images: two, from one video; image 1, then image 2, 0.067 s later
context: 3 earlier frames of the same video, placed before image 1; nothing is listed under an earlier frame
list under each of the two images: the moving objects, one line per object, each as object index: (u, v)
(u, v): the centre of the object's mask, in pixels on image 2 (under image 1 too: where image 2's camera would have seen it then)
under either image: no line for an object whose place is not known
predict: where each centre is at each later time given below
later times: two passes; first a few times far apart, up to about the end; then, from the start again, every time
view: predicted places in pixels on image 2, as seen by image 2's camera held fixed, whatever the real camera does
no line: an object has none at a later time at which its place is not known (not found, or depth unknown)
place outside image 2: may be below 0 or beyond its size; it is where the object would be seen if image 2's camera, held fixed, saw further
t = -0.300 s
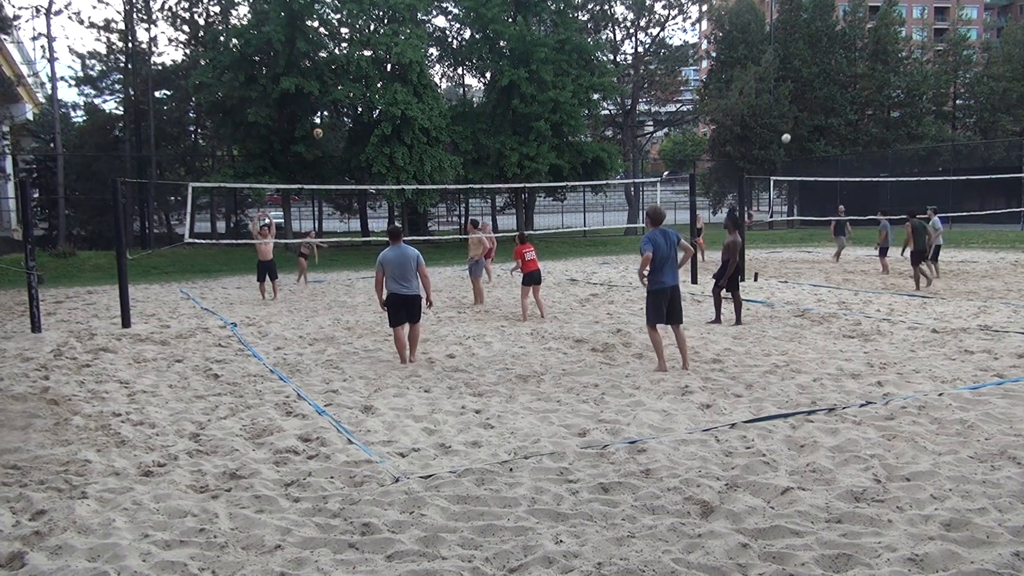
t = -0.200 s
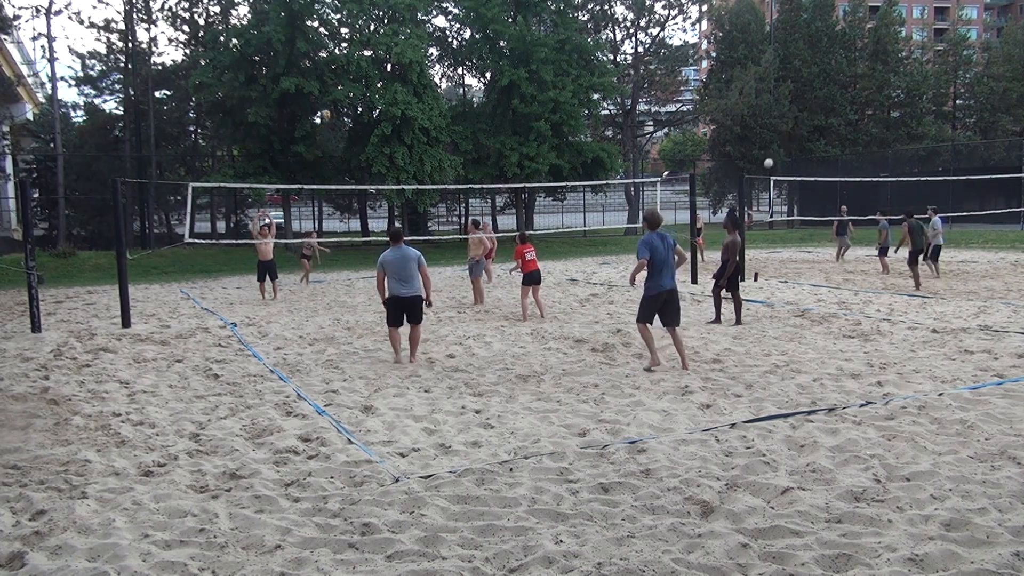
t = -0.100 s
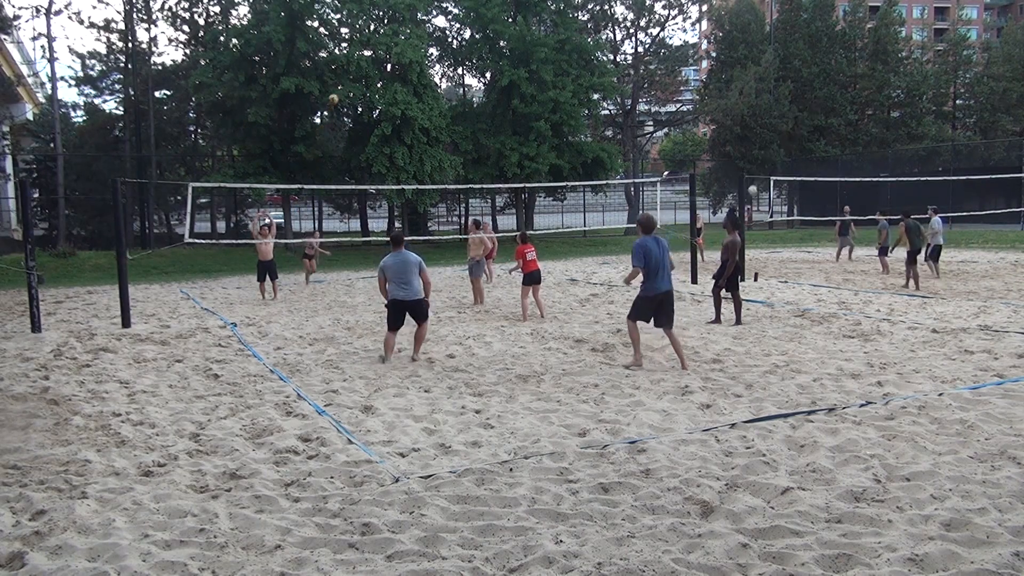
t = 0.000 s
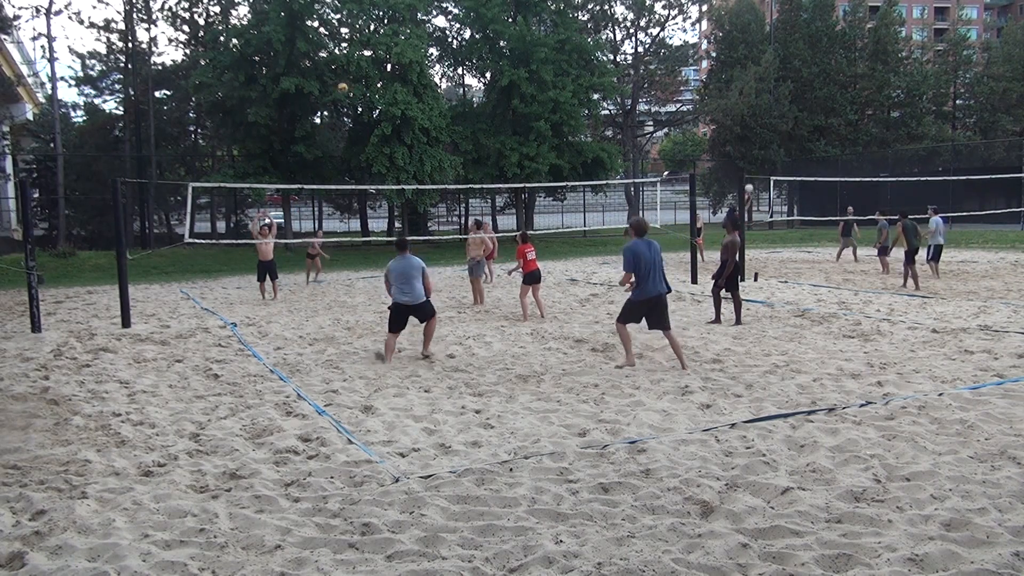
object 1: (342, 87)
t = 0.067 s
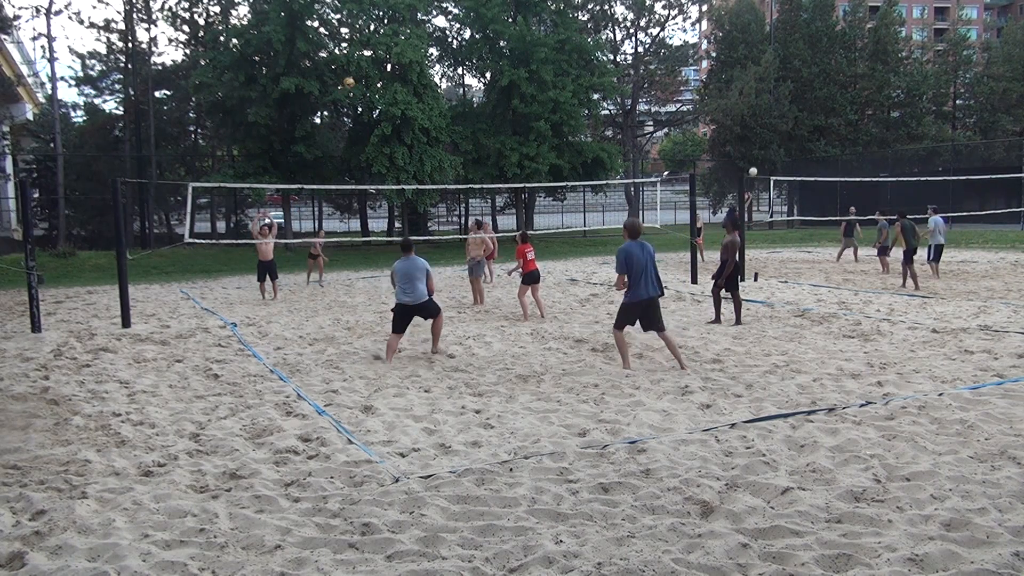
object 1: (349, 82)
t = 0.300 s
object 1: (375, 81)
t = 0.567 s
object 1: (413, 115)
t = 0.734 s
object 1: (440, 159)
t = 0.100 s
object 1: (352, 81)
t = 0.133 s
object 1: (355, 80)
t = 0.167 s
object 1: (358, 79)
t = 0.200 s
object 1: (363, 78)
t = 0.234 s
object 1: (367, 79)
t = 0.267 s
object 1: (370, 79)
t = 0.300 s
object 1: (375, 81)
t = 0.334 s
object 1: (379, 82)
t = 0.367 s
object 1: (384, 85)
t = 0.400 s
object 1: (388, 87)
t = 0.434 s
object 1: (393, 92)
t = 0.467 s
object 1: (397, 96)
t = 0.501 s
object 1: (403, 102)
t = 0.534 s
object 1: (407, 109)
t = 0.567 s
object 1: (413, 115)
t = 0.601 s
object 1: (418, 122)
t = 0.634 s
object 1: (424, 130)
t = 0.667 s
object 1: (429, 140)
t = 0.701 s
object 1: (434, 149)
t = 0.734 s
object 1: (440, 159)
